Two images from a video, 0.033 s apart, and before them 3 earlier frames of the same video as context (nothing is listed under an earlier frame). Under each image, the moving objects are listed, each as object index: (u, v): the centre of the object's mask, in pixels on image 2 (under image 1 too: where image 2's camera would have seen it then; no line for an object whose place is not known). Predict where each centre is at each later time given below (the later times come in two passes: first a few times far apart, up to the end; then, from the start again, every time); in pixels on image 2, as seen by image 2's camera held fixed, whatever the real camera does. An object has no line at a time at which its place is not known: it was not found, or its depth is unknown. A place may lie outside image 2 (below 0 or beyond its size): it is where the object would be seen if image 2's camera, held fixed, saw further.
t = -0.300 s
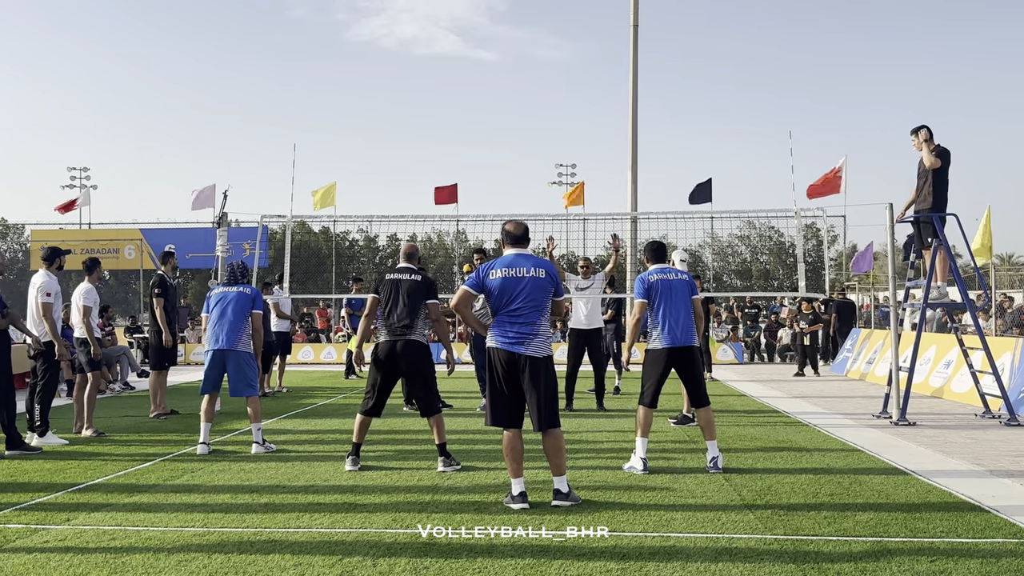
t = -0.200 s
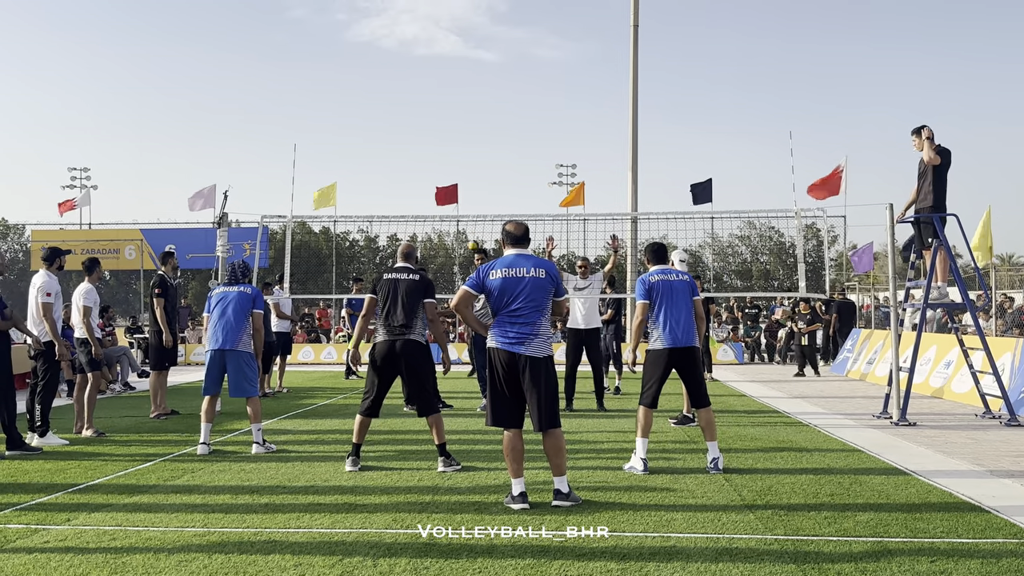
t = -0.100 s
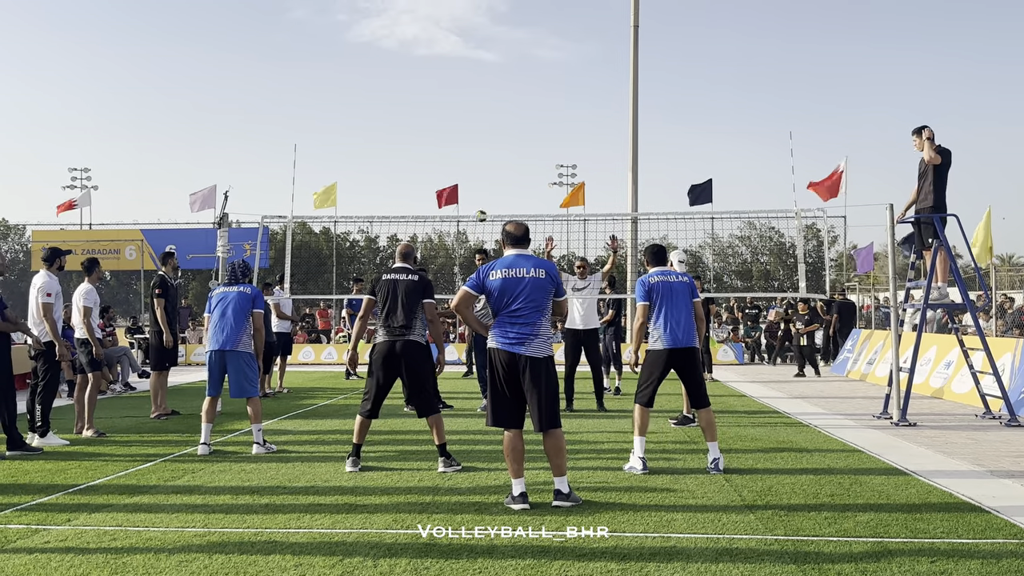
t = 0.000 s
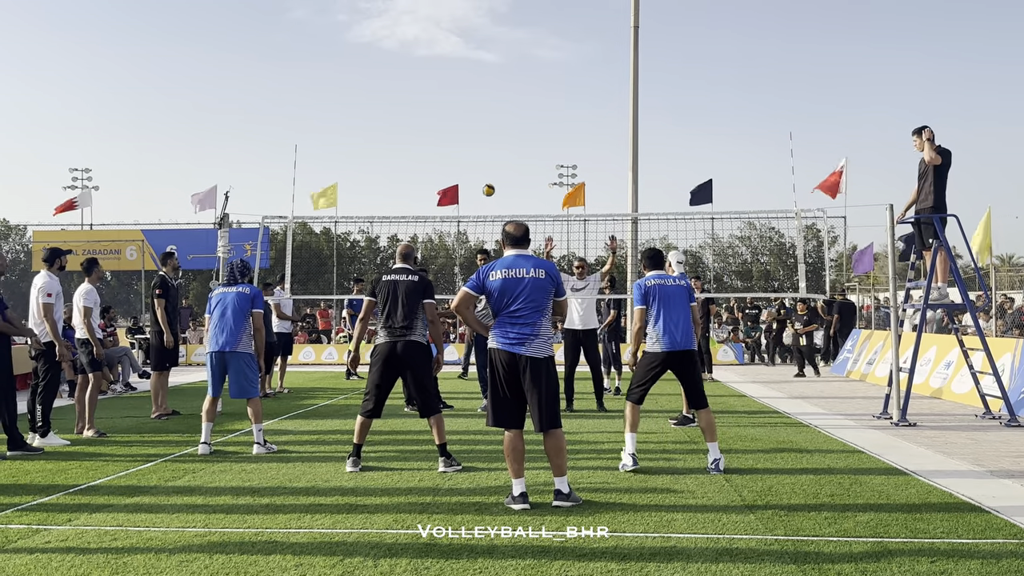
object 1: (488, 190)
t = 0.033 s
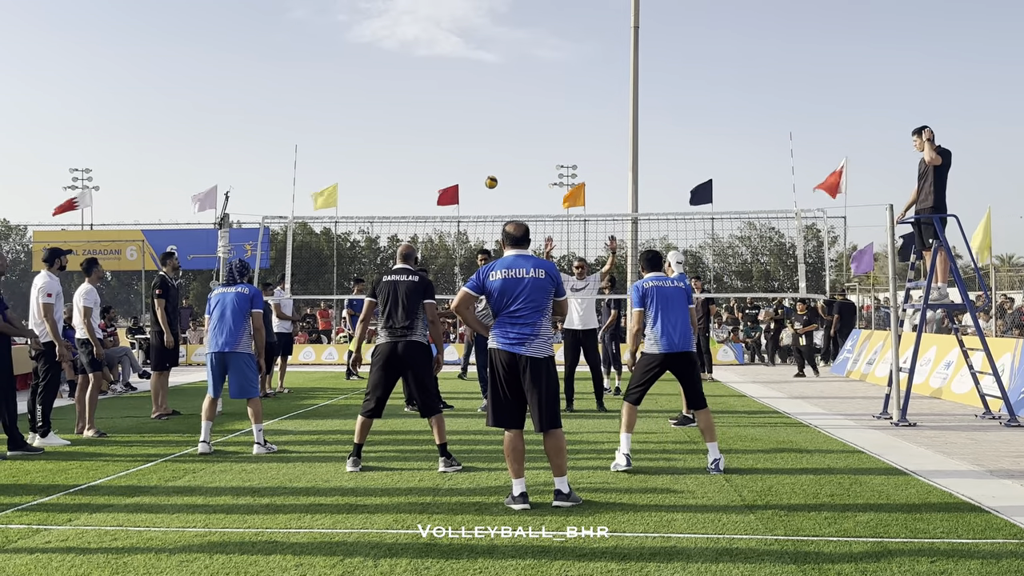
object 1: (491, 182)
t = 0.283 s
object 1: (512, 142)
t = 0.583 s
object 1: (550, 152)
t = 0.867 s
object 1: (607, 255)
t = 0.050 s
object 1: (492, 178)
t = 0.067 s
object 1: (493, 175)
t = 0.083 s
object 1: (495, 171)
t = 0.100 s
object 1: (496, 168)
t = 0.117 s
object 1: (498, 165)
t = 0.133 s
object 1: (499, 162)
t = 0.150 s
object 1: (500, 159)
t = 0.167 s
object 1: (502, 156)
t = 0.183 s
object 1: (503, 153)
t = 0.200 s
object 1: (504, 151)
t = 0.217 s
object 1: (506, 149)
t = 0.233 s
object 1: (507, 147)
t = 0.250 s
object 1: (509, 145)
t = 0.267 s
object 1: (510, 143)
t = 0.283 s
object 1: (512, 142)
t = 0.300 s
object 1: (513, 140)
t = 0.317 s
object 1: (515, 139)
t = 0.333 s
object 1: (517, 138)
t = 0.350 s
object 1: (519, 137)
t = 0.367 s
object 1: (521, 137)
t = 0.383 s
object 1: (522, 137)
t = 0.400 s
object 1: (524, 137)
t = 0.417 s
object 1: (526, 137)
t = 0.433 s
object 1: (528, 137)
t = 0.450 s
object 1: (530, 138)
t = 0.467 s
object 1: (532, 138)
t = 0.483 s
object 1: (535, 139)
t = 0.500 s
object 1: (537, 141)
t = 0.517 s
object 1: (539, 142)
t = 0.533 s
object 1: (542, 144)
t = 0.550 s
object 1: (544, 146)
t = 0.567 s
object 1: (547, 149)
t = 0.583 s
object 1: (550, 152)
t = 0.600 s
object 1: (553, 155)
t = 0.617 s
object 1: (556, 158)
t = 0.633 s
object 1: (559, 162)
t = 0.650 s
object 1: (562, 166)
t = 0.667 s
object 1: (565, 171)
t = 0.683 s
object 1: (568, 176)
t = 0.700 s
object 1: (571, 181)
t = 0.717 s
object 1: (575, 186)
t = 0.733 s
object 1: (578, 192)
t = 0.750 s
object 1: (582, 199)
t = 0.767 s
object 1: (585, 205)
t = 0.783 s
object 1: (588, 213)
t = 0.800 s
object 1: (592, 220)
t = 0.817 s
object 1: (596, 228)
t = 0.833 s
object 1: (599, 237)
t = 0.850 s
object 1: (604, 245)
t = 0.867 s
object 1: (607, 255)
